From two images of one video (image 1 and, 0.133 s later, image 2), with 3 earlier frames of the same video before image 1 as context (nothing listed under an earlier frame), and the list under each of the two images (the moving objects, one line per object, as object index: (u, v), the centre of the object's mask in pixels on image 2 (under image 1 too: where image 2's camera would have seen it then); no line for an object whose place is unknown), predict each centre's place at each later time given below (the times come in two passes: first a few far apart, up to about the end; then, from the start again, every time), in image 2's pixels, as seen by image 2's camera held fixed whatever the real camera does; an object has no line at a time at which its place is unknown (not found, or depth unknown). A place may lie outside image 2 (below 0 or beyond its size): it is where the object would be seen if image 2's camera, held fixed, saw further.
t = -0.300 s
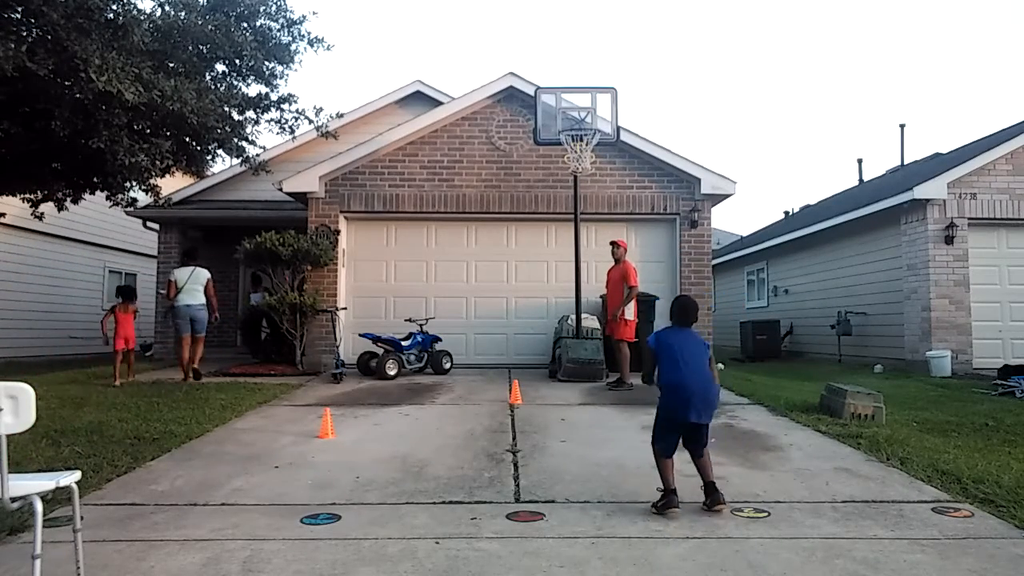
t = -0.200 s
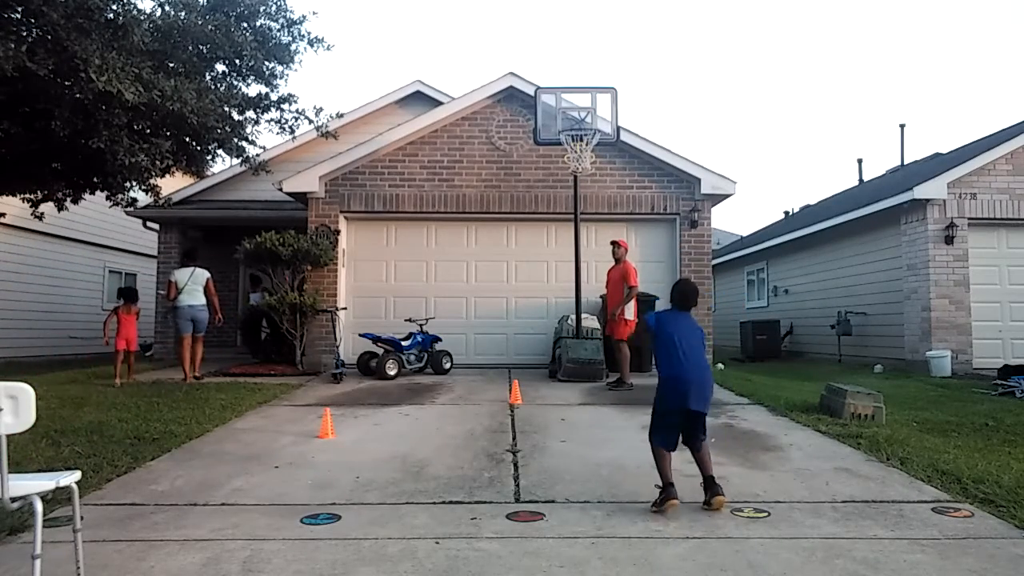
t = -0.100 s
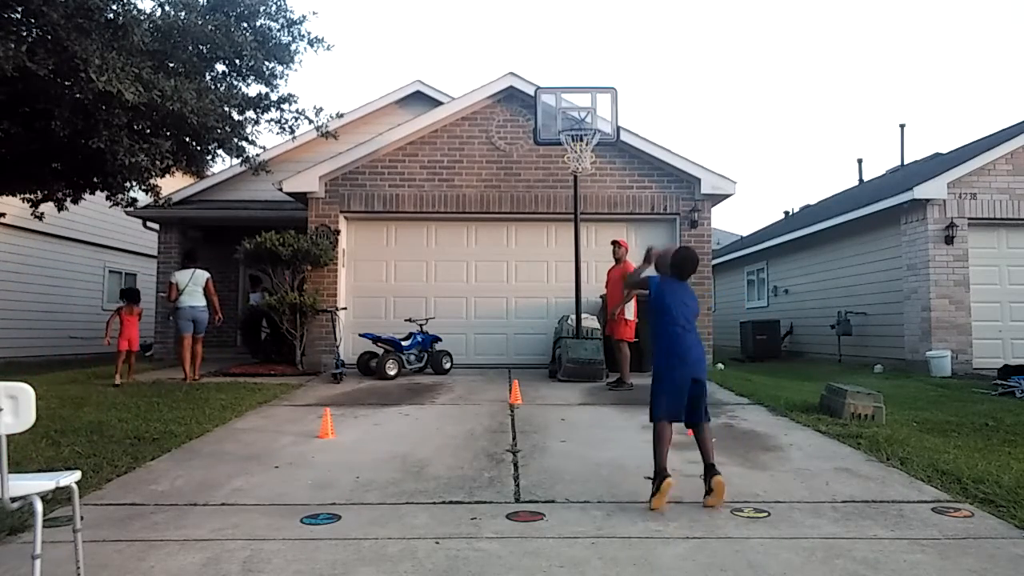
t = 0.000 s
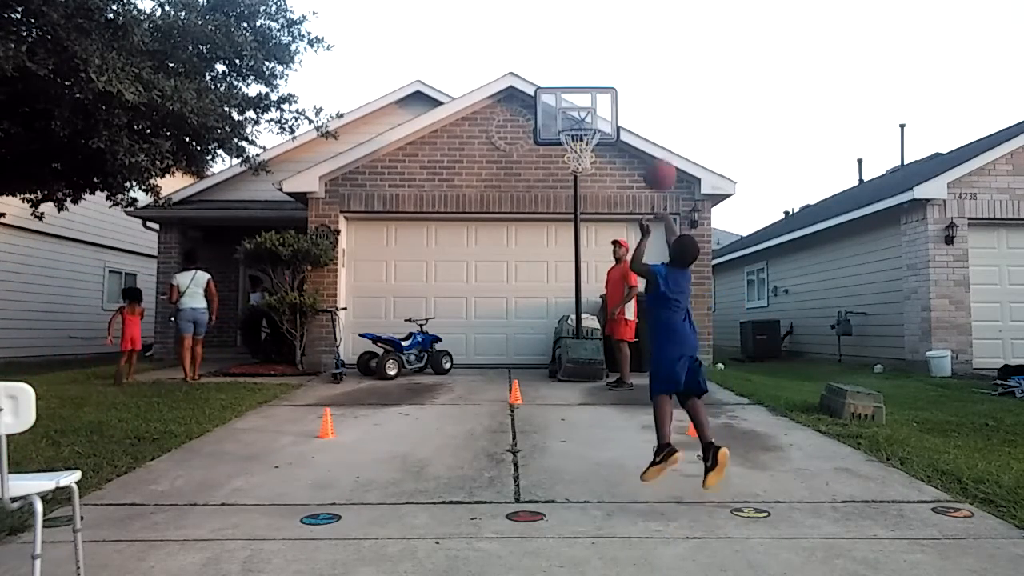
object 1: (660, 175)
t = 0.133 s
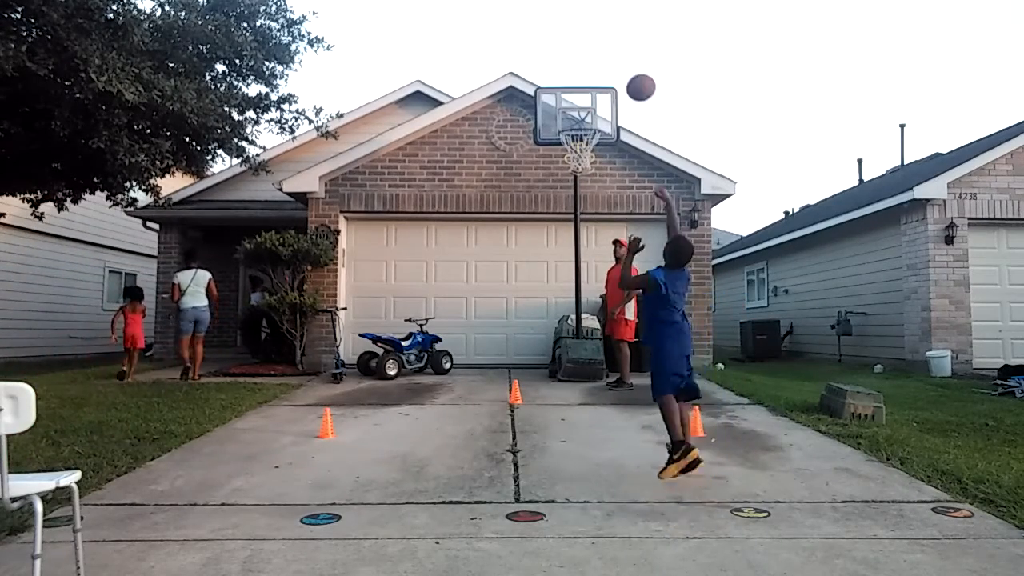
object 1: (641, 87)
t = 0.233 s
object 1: (629, 46)
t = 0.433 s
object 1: (610, 10)
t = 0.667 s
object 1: (594, 21)
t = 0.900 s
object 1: (581, 76)
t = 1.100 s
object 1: (578, 143)
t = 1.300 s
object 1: (589, 168)
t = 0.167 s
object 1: (637, 72)
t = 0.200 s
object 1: (633, 58)
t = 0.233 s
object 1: (629, 46)
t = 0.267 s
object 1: (626, 36)
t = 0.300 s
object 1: (622, 28)
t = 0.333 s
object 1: (619, 21)
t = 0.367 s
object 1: (616, 16)
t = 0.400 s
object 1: (613, 12)
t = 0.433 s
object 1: (610, 10)
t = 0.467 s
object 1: (607, 9)
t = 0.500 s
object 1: (605, 9)
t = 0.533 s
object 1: (603, 9)
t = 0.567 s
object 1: (600, 10)
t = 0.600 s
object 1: (598, 13)
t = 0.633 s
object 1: (596, 17)
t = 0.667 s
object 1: (594, 21)
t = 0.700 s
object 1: (591, 27)
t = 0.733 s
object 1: (590, 33)
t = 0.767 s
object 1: (588, 40)
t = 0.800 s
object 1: (586, 48)
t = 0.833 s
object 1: (584, 57)
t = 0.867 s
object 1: (583, 66)
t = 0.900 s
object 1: (581, 76)
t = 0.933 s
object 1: (579, 87)
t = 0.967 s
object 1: (578, 98)
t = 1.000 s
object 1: (577, 111)
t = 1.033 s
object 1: (575, 122)
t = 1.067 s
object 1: (577, 135)
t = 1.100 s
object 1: (578, 143)
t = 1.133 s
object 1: (578, 143)
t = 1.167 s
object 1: (580, 157)
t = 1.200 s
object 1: (581, 158)
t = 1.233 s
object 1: (584, 161)
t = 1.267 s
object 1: (587, 164)
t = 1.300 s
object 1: (589, 168)
